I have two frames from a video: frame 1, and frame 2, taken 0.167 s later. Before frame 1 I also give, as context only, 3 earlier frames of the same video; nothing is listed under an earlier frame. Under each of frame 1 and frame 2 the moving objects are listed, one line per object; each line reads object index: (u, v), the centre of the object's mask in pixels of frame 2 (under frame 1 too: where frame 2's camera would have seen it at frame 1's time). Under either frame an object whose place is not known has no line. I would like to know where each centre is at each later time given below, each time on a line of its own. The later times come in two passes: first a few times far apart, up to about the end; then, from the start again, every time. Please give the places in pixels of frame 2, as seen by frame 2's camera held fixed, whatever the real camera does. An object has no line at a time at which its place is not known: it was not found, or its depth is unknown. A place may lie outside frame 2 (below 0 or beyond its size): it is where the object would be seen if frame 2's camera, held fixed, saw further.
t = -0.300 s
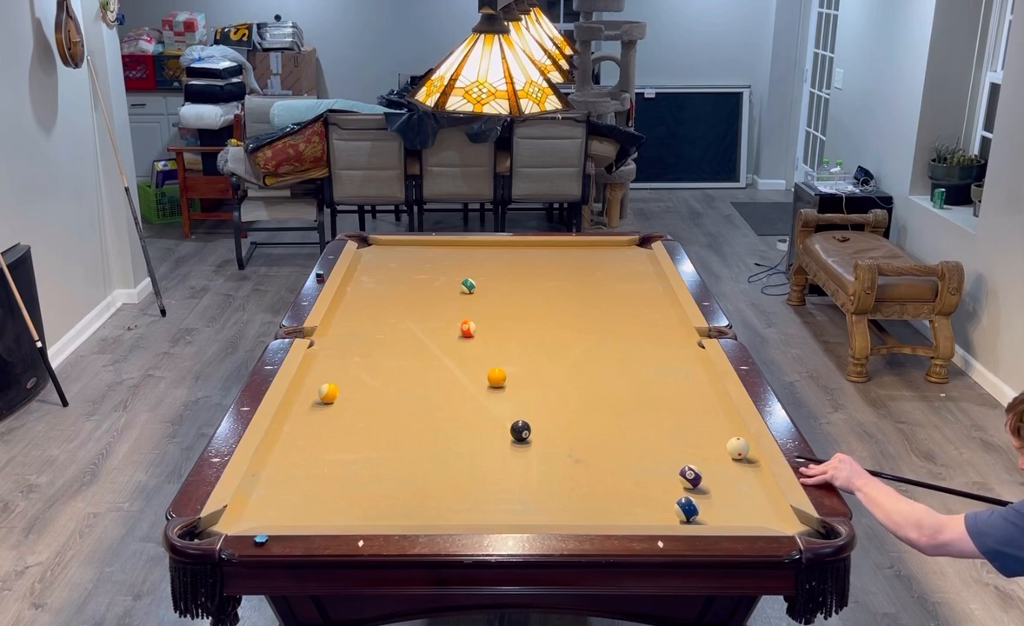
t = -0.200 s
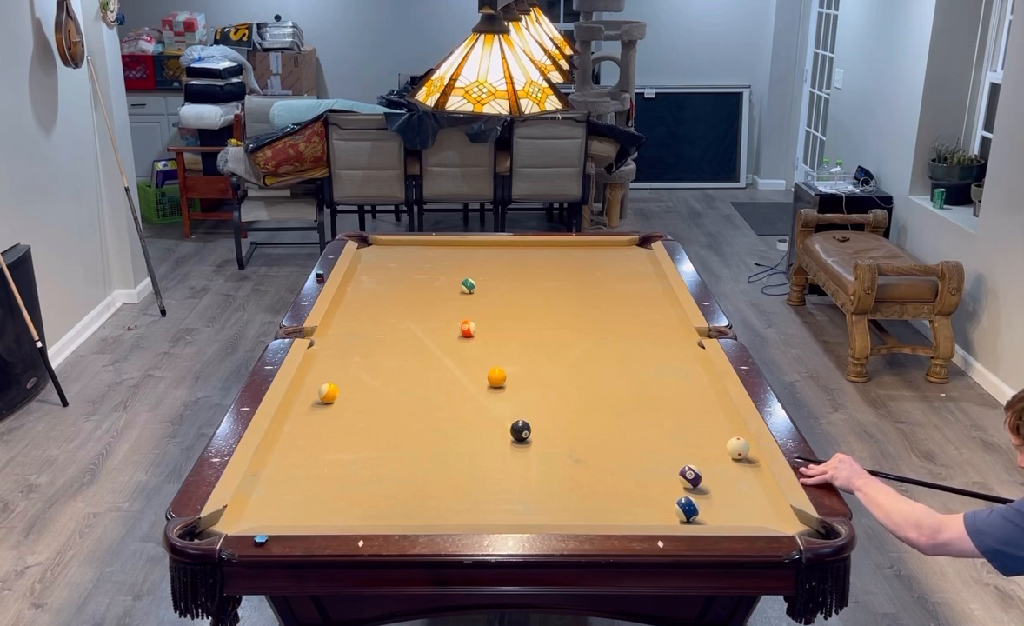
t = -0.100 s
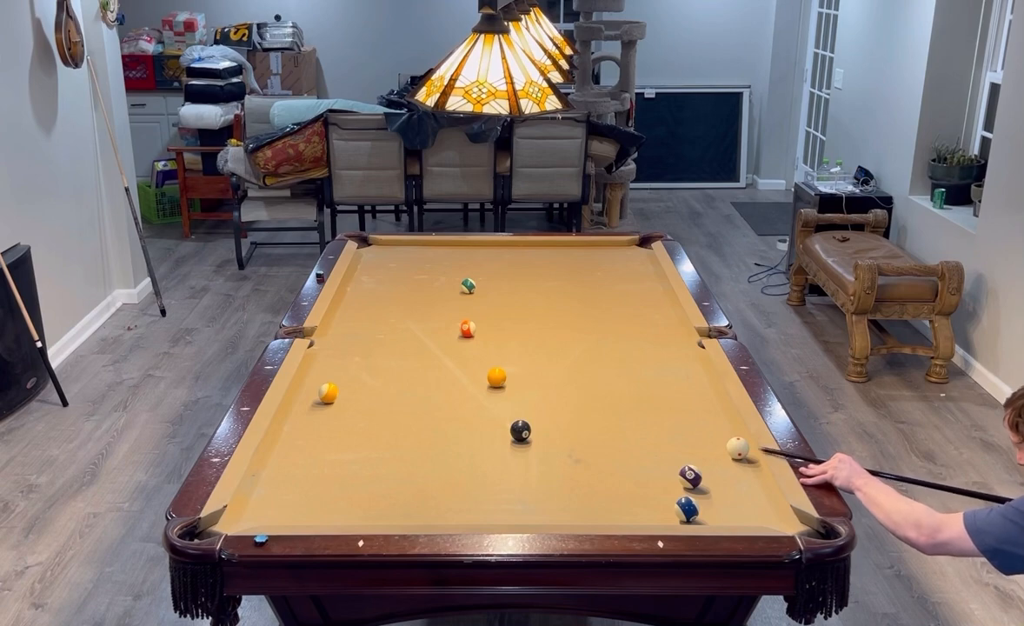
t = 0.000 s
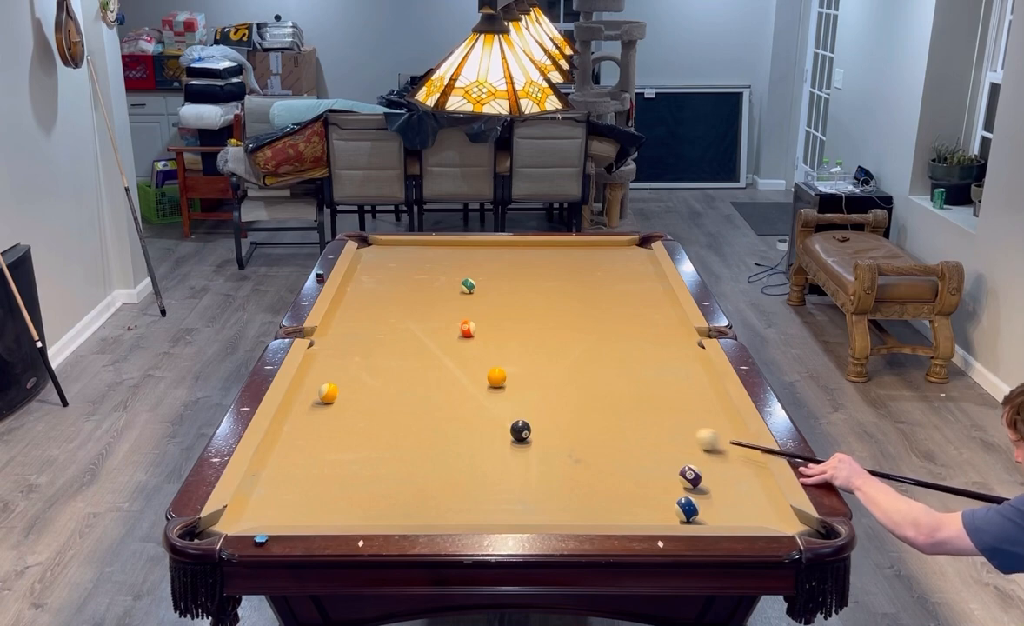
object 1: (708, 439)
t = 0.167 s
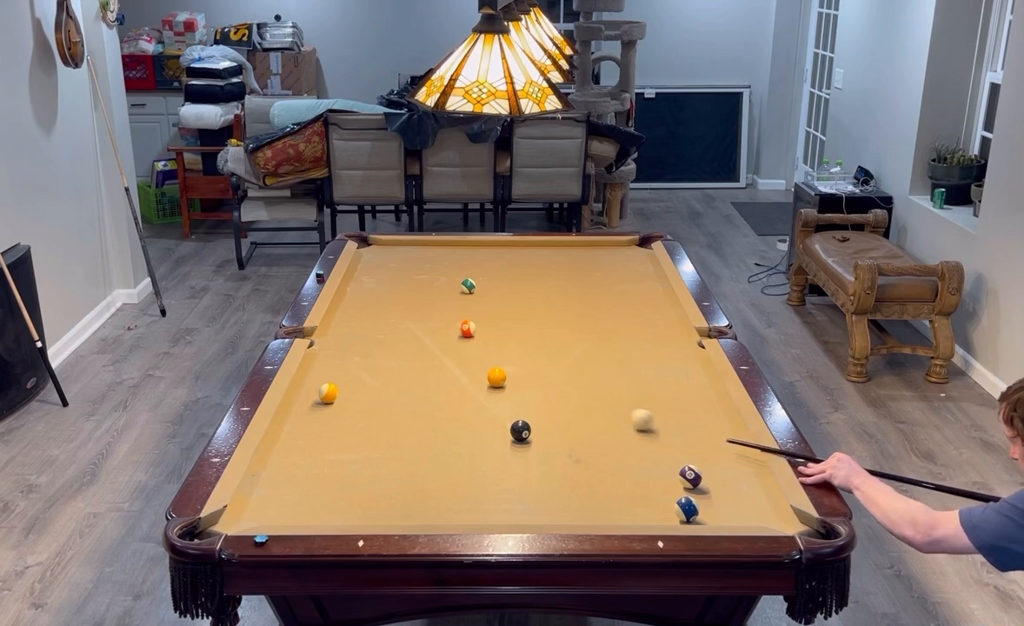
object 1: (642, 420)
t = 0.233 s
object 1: (617, 413)
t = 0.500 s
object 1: (528, 386)
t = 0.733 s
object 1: (506, 377)
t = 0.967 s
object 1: (494, 370)
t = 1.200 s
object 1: (483, 364)
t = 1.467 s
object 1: (472, 358)
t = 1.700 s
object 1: (464, 353)
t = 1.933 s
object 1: (456, 348)
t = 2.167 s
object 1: (450, 345)
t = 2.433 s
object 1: (443, 341)
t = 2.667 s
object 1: (438, 338)
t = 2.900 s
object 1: (433, 336)
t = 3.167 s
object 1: (428, 334)
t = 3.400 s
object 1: (424, 332)
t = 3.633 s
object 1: (422, 331)
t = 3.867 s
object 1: (420, 331)
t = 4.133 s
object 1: (420, 330)
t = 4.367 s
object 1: (419, 330)
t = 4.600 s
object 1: (419, 330)
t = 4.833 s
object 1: (419, 330)
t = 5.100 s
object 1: (419, 330)
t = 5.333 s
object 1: (419, 330)
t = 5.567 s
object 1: (419, 330)
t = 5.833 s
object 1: (419, 330)
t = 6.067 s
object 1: (419, 330)
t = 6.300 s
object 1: (419, 330)
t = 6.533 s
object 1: (419, 330)
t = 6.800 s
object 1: (419, 330)
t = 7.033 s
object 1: (419, 330)
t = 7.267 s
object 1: (419, 330)
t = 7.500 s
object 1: (419, 330)
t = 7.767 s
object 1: (419, 330)
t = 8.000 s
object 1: (419, 330)
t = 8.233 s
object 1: (419, 330)
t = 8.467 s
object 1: (419, 330)
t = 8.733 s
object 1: (419, 330)
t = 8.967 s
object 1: (419, 330)
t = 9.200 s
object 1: (419, 330)
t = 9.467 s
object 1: (419, 330)
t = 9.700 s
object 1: (419, 330)
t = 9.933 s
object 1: (419, 330)
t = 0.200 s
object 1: (629, 416)
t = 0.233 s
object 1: (617, 413)
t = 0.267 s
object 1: (605, 409)
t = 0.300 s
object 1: (594, 406)
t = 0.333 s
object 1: (582, 402)
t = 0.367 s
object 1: (571, 399)
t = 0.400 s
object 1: (559, 396)
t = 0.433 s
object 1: (549, 392)
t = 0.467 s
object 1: (539, 389)
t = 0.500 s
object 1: (528, 386)
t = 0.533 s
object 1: (517, 383)
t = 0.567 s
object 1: (513, 381)
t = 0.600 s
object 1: (513, 381)
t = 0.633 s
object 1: (512, 380)
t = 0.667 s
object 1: (510, 379)
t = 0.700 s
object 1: (509, 378)
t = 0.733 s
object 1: (506, 377)
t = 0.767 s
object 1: (505, 376)
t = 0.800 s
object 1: (503, 375)
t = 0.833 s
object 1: (501, 374)
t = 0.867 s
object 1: (499, 373)
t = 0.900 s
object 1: (497, 372)
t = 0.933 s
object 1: (496, 371)
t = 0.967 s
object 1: (494, 370)
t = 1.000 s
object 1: (492, 369)
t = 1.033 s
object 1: (490, 368)
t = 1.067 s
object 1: (489, 367)
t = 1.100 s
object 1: (487, 367)
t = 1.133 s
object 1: (486, 366)
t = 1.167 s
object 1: (484, 365)
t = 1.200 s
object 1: (483, 364)
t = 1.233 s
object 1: (481, 363)
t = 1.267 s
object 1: (480, 362)
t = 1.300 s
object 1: (479, 362)
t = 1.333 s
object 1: (477, 361)
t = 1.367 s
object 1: (476, 360)
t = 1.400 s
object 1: (475, 359)
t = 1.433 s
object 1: (473, 359)
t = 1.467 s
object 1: (472, 358)
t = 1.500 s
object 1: (470, 357)
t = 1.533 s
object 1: (470, 356)
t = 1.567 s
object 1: (468, 356)
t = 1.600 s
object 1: (467, 355)
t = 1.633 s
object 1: (466, 354)
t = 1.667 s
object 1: (465, 354)
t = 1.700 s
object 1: (464, 353)
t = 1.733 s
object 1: (463, 352)
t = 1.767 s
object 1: (461, 352)
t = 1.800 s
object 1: (460, 351)
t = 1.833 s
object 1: (459, 350)
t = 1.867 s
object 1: (458, 350)
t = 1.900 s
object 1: (457, 349)
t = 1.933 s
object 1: (456, 348)
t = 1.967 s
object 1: (455, 348)
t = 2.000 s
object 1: (454, 347)
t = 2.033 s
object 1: (453, 347)
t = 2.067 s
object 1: (453, 346)
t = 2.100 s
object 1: (452, 346)
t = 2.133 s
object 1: (451, 345)
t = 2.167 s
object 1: (450, 345)
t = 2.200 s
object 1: (449, 344)
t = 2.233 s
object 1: (448, 344)
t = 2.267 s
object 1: (447, 343)
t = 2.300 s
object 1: (446, 343)
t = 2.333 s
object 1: (445, 342)
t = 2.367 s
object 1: (444, 342)
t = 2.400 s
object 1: (444, 341)
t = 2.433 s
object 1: (443, 341)
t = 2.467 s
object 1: (442, 340)
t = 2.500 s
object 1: (441, 340)
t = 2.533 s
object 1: (441, 340)
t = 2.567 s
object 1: (440, 339)
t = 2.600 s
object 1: (439, 339)
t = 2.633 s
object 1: (438, 339)
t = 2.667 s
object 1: (438, 338)
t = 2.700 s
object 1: (437, 338)
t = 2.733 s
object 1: (436, 338)
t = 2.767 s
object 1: (435, 337)
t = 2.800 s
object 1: (435, 337)
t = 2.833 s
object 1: (434, 337)
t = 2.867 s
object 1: (434, 336)
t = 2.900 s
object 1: (433, 336)
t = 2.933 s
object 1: (432, 336)
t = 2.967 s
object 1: (432, 335)
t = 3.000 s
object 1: (431, 335)
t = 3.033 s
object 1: (430, 335)
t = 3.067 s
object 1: (430, 334)
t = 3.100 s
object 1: (429, 334)
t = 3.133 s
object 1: (428, 334)
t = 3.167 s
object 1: (428, 334)
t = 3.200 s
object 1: (427, 334)
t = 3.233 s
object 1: (427, 333)
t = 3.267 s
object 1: (426, 333)
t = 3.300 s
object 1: (426, 333)
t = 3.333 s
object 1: (425, 333)
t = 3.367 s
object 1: (425, 333)
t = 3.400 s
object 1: (424, 332)
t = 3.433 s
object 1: (424, 332)
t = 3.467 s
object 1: (424, 332)
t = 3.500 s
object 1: (423, 332)
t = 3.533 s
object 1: (423, 332)
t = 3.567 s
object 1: (423, 332)
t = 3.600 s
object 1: (422, 331)
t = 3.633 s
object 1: (422, 331)
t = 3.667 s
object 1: (421, 331)
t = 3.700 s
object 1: (421, 331)
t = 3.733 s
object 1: (421, 331)
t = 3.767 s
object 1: (421, 331)
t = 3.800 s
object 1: (421, 331)
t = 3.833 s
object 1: (420, 331)
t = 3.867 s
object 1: (420, 331)
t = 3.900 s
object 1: (420, 330)
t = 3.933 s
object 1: (420, 330)
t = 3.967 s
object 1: (420, 330)
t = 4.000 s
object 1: (420, 330)
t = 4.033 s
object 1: (420, 330)
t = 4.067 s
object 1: (419, 330)
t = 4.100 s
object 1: (420, 330)
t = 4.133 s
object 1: (420, 330)
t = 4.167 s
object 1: (419, 330)
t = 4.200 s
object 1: (419, 330)
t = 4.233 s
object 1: (419, 330)
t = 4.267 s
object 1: (419, 330)
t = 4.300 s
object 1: (419, 330)
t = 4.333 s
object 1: (419, 330)
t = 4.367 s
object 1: (419, 330)
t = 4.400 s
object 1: (419, 330)
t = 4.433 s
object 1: (419, 330)
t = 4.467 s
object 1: (419, 330)
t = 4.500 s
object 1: (419, 330)
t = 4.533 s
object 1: (419, 330)
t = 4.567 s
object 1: (419, 330)
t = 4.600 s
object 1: (419, 330)
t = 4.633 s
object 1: (419, 330)
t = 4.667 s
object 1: (419, 330)
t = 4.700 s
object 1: (419, 330)
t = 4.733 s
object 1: (419, 330)
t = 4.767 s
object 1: (419, 330)
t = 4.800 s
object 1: (419, 330)
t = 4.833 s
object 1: (419, 330)
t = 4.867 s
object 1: (419, 330)
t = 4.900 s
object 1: (419, 330)
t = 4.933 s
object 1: (419, 330)
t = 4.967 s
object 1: (419, 330)
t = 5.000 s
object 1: (419, 330)
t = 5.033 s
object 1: (419, 330)
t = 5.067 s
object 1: (419, 330)
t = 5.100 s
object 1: (419, 330)
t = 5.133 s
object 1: (419, 330)
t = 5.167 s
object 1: (419, 330)
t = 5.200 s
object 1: (419, 330)
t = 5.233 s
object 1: (419, 330)
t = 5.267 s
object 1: (419, 330)
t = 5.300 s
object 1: (419, 330)
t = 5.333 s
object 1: (419, 330)
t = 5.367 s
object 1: (419, 330)
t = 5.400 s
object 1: (419, 330)
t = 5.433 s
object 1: (419, 330)
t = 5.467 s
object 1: (419, 330)
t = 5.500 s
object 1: (419, 330)
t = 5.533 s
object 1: (419, 330)
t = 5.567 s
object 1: (419, 330)
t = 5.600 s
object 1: (419, 330)
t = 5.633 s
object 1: (419, 330)
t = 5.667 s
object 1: (419, 330)
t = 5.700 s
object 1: (419, 330)
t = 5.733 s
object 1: (419, 330)
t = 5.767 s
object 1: (419, 330)
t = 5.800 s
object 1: (419, 330)
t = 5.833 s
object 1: (419, 330)
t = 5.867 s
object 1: (419, 330)
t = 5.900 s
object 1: (419, 330)
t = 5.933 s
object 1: (419, 330)
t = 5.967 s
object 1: (419, 330)
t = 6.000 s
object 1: (419, 330)
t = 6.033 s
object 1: (419, 330)
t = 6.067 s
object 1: (419, 330)
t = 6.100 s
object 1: (419, 330)
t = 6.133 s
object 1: (419, 330)
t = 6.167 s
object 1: (419, 330)
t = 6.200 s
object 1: (419, 330)
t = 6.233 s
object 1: (419, 330)
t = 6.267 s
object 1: (419, 330)
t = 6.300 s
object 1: (419, 330)
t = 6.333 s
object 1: (419, 330)
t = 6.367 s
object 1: (419, 330)
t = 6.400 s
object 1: (419, 330)
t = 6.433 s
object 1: (419, 330)
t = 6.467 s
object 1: (419, 330)
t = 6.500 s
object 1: (419, 330)
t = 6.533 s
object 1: (419, 330)
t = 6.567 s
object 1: (419, 330)
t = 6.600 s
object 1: (419, 330)
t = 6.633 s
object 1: (419, 330)
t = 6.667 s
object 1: (419, 330)
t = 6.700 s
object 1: (419, 330)
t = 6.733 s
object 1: (419, 330)
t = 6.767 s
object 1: (419, 330)
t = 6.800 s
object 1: (419, 330)
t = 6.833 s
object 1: (419, 330)
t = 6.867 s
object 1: (419, 330)
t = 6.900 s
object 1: (419, 330)
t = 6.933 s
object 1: (419, 330)
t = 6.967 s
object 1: (419, 330)
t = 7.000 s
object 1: (419, 330)
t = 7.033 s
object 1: (419, 330)
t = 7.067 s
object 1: (419, 330)
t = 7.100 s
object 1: (419, 330)
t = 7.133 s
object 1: (419, 330)
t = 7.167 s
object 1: (419, 330)
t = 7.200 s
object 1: (419, 330)
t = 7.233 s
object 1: (419, 330)
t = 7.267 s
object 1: (419, 330)
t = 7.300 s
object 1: (419, 330)
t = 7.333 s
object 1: (419, 330)
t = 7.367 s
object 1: (419, 330)
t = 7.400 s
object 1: (419, 330)
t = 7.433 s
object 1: (419, 330)
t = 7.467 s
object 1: (419, 330)
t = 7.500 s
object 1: (419, 330)
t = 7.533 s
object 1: (419, 330)
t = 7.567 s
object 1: (419, 330)
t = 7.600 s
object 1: (419, 330)
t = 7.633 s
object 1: (419, 330)
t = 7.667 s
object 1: (419, 330)
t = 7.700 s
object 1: (419, 330)
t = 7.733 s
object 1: (419, 330)
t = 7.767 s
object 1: (419, 330)
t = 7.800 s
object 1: (419, 330)
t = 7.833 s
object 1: (419, 330)
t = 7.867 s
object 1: (419, 330)
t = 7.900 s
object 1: (419, 330)
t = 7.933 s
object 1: (419, 330)
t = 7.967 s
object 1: (419, 330)
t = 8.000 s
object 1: (419, 330)
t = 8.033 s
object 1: (419, 330)
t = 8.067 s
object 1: (419, 330)
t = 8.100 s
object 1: (419, 330)
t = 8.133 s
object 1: (419, 330)
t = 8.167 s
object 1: (419, 330)
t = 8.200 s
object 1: (419, 330)
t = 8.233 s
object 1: (419, 330)
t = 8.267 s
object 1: (419, 330)
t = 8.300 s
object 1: (419, 330)
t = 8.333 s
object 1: (419, 330)
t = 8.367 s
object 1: (419, 330)
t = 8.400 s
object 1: (419, 330)
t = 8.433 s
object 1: (419, 330)
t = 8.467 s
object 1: (419, 330)
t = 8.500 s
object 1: (419, 330)
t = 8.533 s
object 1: (419, 330)
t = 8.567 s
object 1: (419, 330)
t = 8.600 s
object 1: (419, 330)
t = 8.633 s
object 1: (419, 330)
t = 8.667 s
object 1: (419, 330)
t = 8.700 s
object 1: (419, 330)
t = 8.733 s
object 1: (419, 330)
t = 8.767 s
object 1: (419, 330)
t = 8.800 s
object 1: (419, 330)
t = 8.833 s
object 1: (419, 330)
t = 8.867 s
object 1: (419, 330)
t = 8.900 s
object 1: (419, 330)
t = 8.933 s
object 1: (419, 330)
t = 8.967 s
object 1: (419, 330)
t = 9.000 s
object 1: (419, 330)
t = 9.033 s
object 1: (419, 330)
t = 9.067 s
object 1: (419, 330)
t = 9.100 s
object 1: (419, 330)
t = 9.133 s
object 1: (419, 330)
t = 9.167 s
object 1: (419, 330)
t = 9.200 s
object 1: (419, 330)
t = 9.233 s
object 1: (419, 330)
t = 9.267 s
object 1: (419, 330)
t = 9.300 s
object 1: (419, 330)
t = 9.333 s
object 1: (419, 330)
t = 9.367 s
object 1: (419, 330)
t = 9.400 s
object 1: (419, 330)
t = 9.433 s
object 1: (419, 330)
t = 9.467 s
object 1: (419, 330)
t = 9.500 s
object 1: (419, 330)
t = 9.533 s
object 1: (419, 330)
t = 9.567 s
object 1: (419, 330)
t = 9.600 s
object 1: (419, 330)
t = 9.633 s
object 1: (419, 330)
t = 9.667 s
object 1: (419, 330)
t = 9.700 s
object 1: (419, 330)
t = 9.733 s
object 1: (419, 330)
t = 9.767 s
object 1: (419, 330)
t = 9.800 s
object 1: (419, 330)
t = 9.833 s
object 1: (419, 330)
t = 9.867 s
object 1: (419, 330)
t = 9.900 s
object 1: (419, 330)
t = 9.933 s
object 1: (419, 330)
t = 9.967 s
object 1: (419, 330)
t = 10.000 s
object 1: (419, 330)
